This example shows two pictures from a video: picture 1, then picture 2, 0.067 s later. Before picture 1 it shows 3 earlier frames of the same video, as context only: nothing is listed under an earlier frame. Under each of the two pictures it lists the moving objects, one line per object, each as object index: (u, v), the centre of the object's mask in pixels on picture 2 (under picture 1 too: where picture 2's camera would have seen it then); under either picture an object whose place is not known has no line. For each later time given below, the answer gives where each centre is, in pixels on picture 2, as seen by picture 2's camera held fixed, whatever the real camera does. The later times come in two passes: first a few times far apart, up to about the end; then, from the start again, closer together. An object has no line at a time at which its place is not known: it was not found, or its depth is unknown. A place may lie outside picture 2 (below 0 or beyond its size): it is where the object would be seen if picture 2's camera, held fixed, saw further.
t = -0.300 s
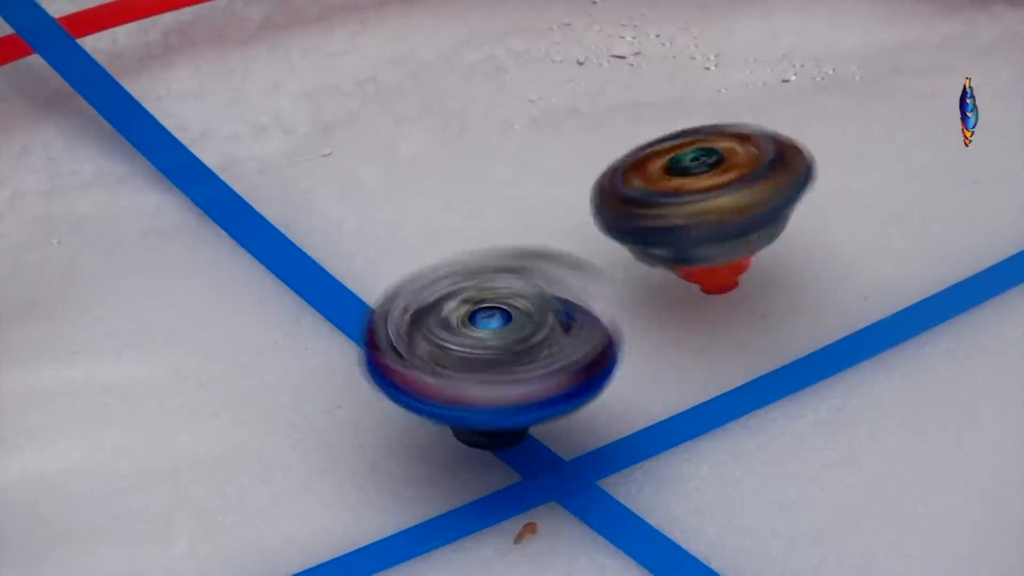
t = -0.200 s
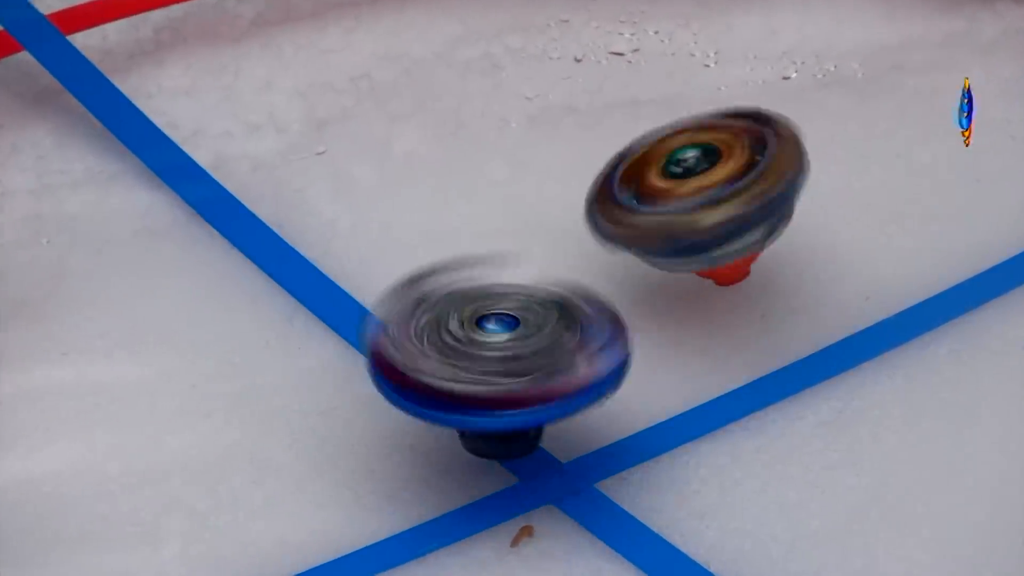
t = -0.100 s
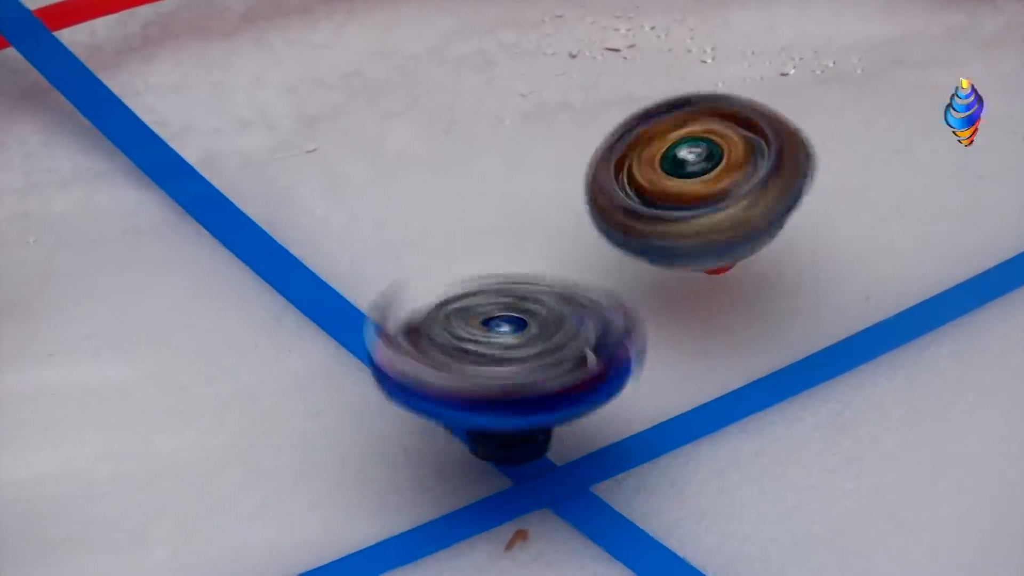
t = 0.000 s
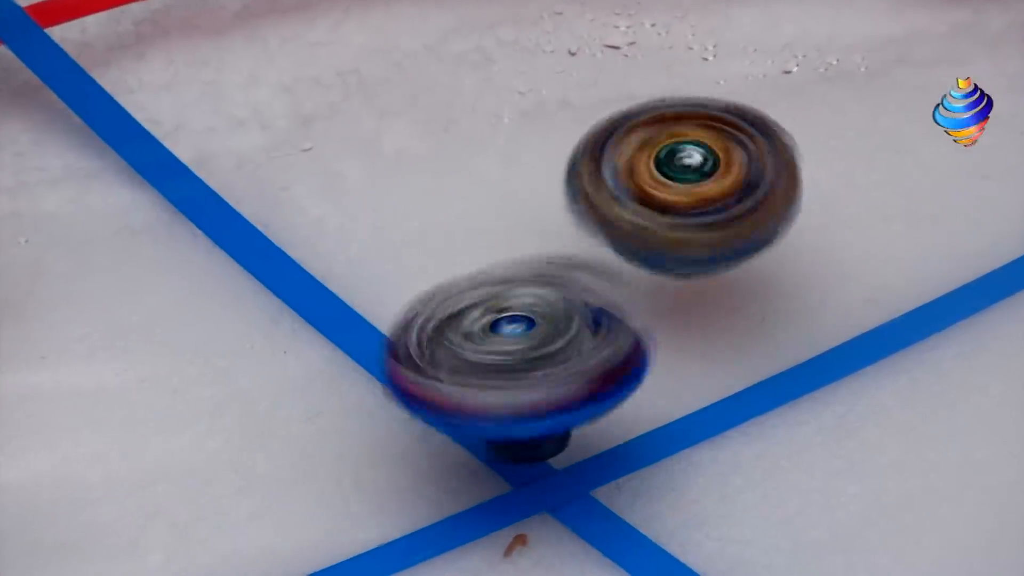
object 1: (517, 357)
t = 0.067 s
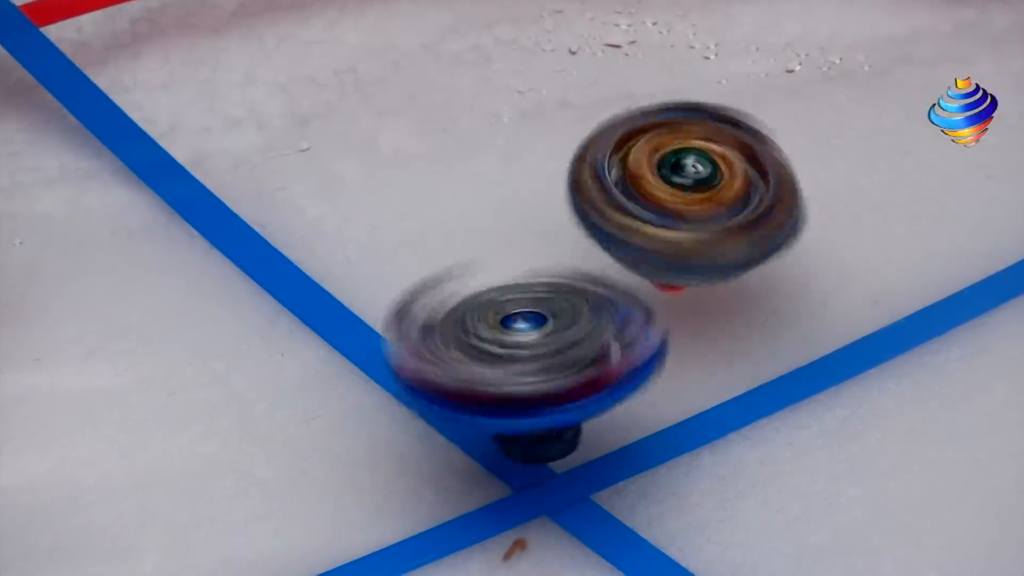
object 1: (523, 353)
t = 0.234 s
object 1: (527, 343)
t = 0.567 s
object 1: (486, 355)
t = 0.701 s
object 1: (482, 353)
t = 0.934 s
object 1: (465, 362)
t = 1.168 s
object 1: (452, 363)
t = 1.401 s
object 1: (450, 364)
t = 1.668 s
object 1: (425, 351)
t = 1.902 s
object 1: (416, 342)
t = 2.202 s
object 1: (397, 343)
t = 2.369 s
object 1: (394, 345)
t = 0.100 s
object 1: (527, 347)
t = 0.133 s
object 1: (536, 343)
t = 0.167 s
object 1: (539, 343)
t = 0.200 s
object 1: (528, 342)
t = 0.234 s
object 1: (527, 343)
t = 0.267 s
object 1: (532, 347)
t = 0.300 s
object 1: (523, 349)
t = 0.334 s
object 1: (513, 352)
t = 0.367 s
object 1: (514, 351)
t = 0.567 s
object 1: (486, 355)
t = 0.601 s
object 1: (493, 351)
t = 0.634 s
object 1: (493, 356)
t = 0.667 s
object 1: (479, 357)
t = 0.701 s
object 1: (482, 353)
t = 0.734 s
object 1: (485, 359)
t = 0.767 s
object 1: (478, 362)
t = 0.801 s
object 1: (473, 361)
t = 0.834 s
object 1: (479, 359)
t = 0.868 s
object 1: (473, 366)
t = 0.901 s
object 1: (461, 364)
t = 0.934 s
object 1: (465, 362)
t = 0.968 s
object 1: (466, 366)
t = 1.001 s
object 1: (452, 366)
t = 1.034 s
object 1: (451, 364)
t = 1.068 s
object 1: (460, 365)
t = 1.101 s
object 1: (455, 367)
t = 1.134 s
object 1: (450, 366)
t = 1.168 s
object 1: (452, 363)
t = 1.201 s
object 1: (450, 369)
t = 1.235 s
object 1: (449, 366)
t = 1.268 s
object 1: (454, 361)
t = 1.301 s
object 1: (449, 366)
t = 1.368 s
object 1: (445, 360)
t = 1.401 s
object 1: (450, 364)
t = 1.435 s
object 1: (440, 362)
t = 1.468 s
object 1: (443, 357)
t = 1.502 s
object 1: (445, 360)
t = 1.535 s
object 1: (434, 360)
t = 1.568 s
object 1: (436, 354)
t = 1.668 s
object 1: (425, 351)
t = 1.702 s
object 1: (432, 352)
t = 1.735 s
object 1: (423, 354)
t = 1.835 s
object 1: (412, 348)
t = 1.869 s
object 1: (411, 342)
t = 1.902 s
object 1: (416, 342)
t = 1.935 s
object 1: (409, 346)
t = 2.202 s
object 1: (397, 343)
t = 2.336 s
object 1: (394, 348)
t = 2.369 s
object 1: (394, 345)
